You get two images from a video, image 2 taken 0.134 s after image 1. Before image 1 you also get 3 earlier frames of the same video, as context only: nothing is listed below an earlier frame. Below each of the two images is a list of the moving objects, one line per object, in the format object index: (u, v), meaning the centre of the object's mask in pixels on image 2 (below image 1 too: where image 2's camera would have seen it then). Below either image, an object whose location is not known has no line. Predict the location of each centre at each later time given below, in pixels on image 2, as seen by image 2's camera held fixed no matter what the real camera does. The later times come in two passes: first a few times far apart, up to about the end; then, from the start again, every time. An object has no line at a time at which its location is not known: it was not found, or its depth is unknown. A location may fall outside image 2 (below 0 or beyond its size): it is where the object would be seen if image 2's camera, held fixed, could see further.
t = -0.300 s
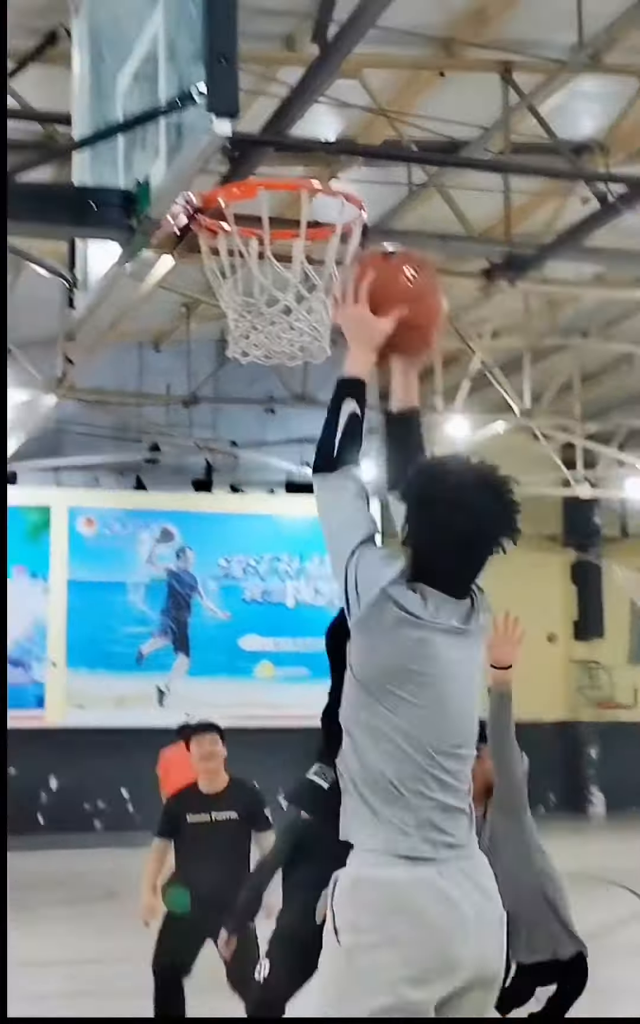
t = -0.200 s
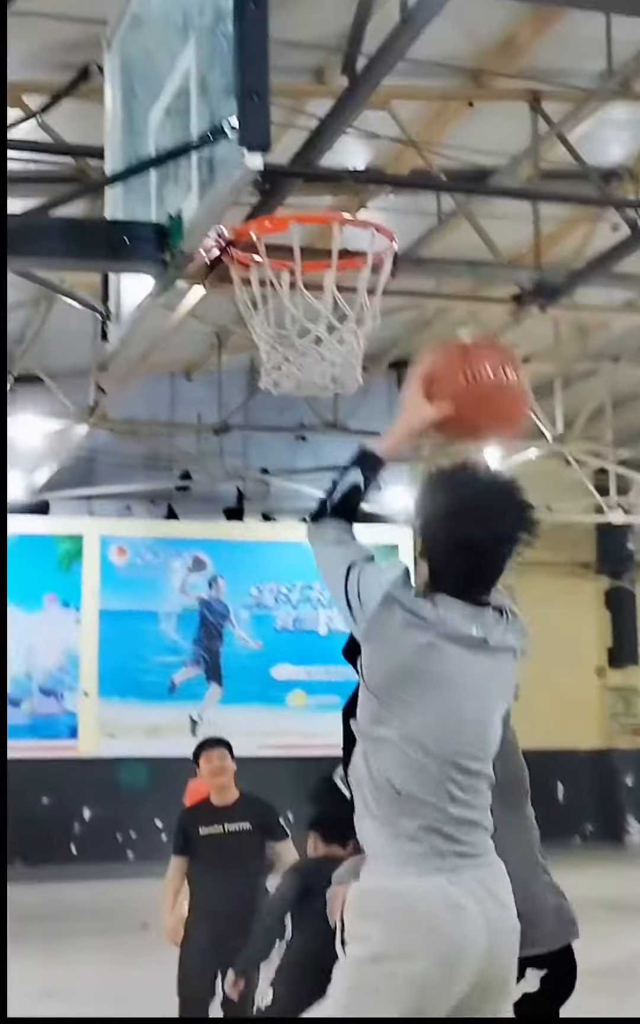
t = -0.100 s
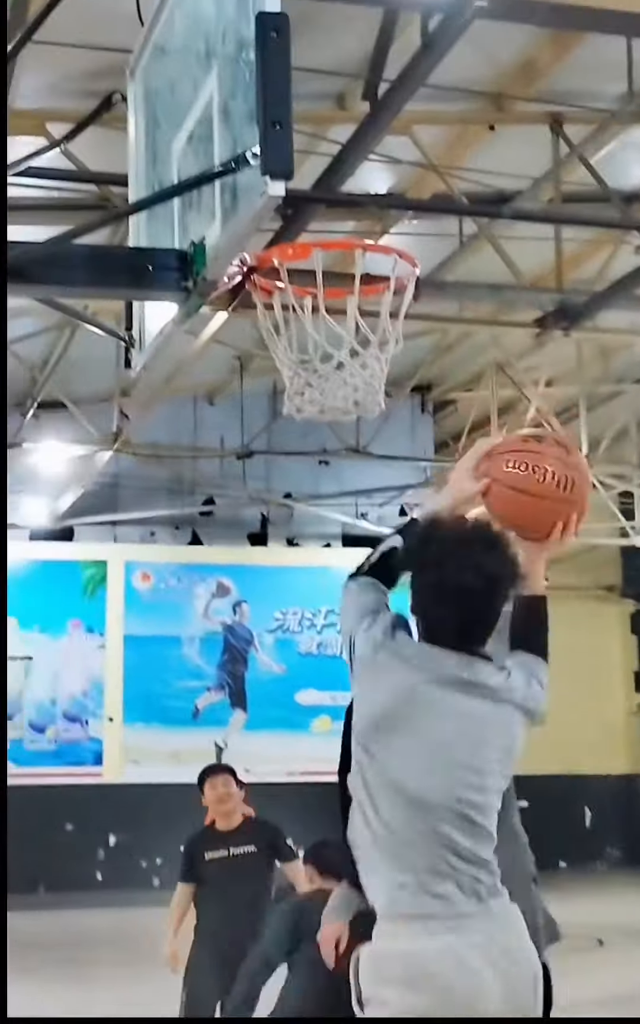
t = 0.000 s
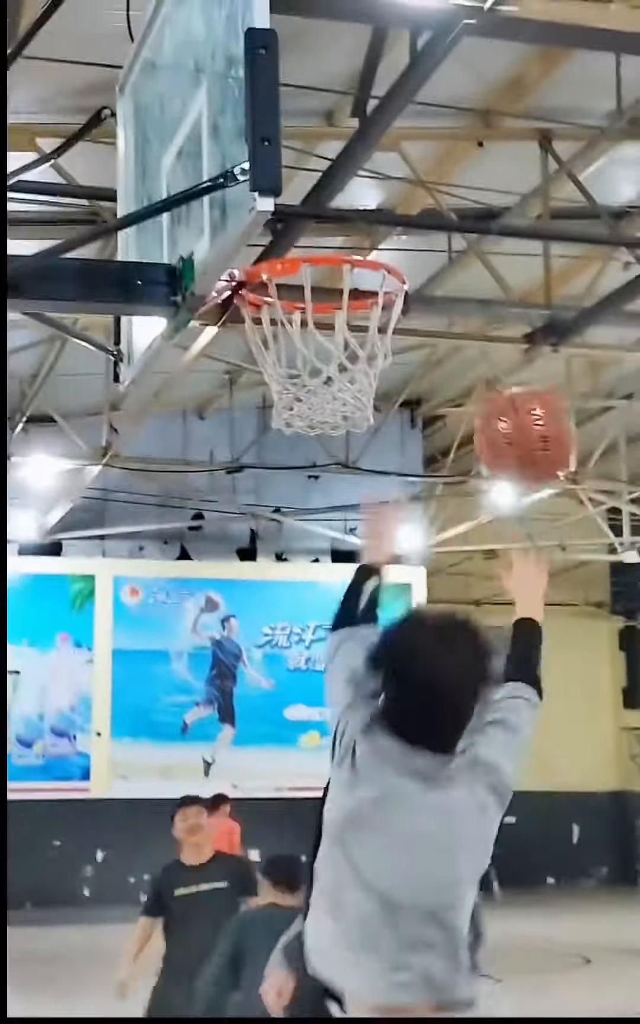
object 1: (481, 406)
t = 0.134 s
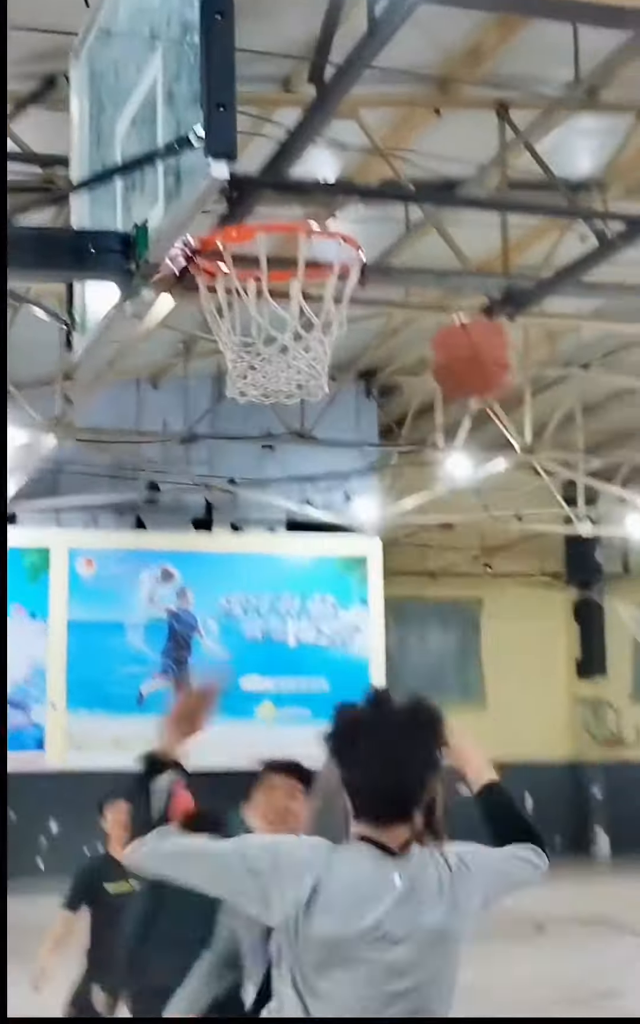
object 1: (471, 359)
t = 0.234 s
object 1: (466, 364)
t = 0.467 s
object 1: (462, 471)
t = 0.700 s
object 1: (464, 670)
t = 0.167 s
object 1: (470, 356)
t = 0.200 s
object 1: (467, 358)
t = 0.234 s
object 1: (466, 364)
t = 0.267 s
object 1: (466, 371)
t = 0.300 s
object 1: (464, 382)
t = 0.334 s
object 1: (463, 395)
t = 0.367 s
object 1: (464, 410)
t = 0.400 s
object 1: (463, 424)
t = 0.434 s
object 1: (463, 449)
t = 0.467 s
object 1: (462, 471)
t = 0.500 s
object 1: (461, 495)
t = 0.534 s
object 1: (461, 522)
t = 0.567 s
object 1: (461, 548)
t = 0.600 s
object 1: (462, 576)
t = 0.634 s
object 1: (462, 605)
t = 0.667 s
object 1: (463, 636)
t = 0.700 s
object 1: (464, 670)
